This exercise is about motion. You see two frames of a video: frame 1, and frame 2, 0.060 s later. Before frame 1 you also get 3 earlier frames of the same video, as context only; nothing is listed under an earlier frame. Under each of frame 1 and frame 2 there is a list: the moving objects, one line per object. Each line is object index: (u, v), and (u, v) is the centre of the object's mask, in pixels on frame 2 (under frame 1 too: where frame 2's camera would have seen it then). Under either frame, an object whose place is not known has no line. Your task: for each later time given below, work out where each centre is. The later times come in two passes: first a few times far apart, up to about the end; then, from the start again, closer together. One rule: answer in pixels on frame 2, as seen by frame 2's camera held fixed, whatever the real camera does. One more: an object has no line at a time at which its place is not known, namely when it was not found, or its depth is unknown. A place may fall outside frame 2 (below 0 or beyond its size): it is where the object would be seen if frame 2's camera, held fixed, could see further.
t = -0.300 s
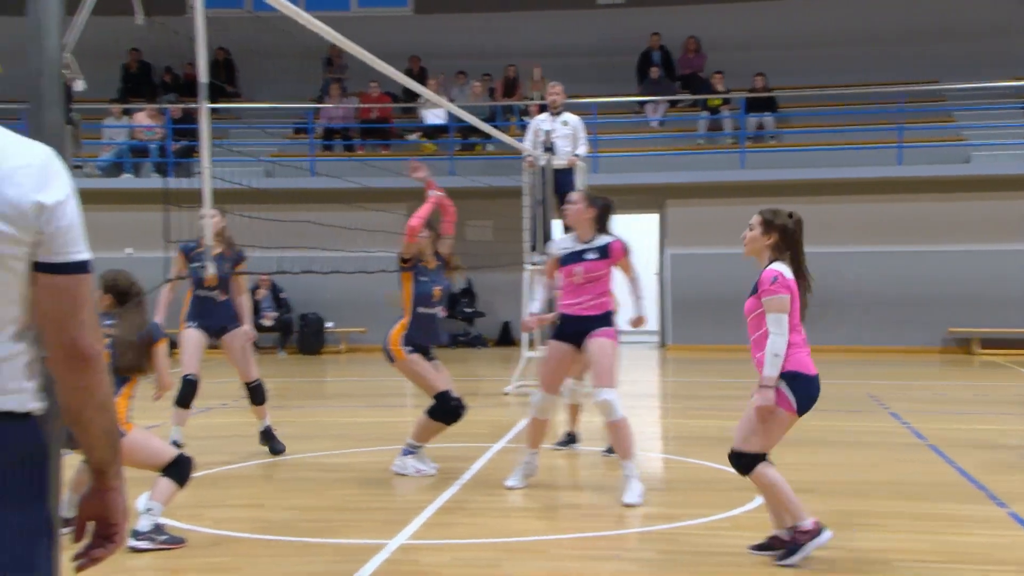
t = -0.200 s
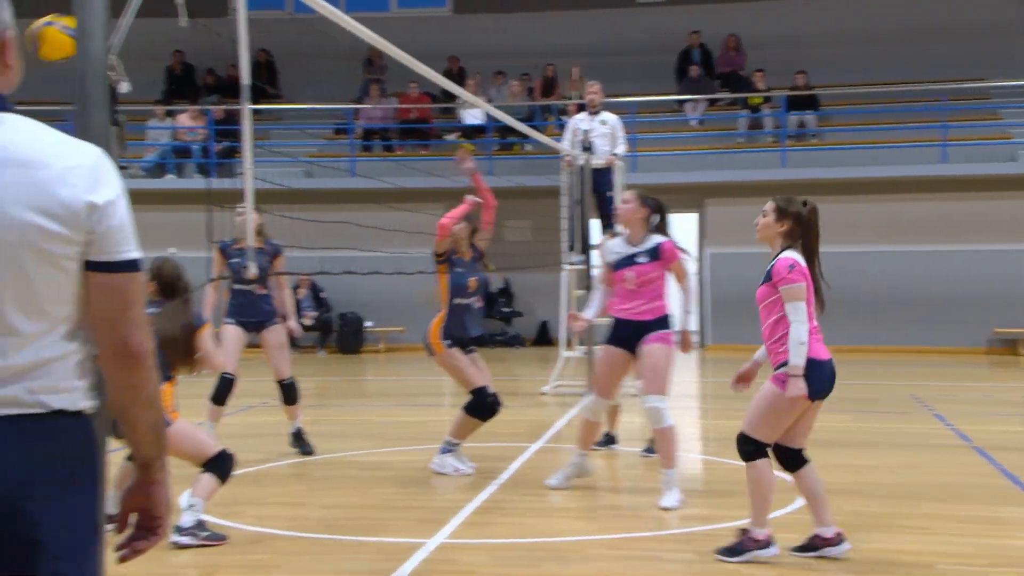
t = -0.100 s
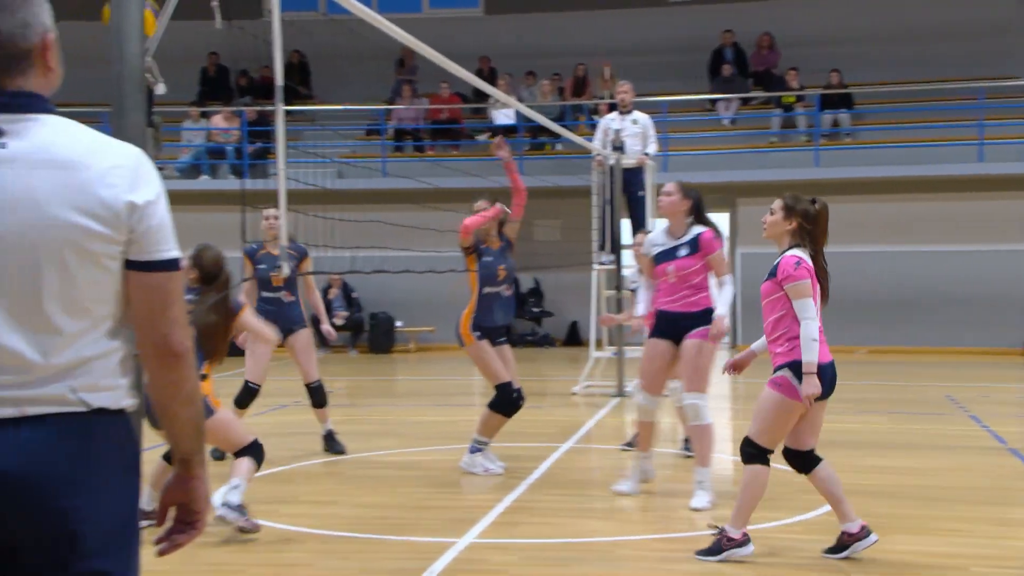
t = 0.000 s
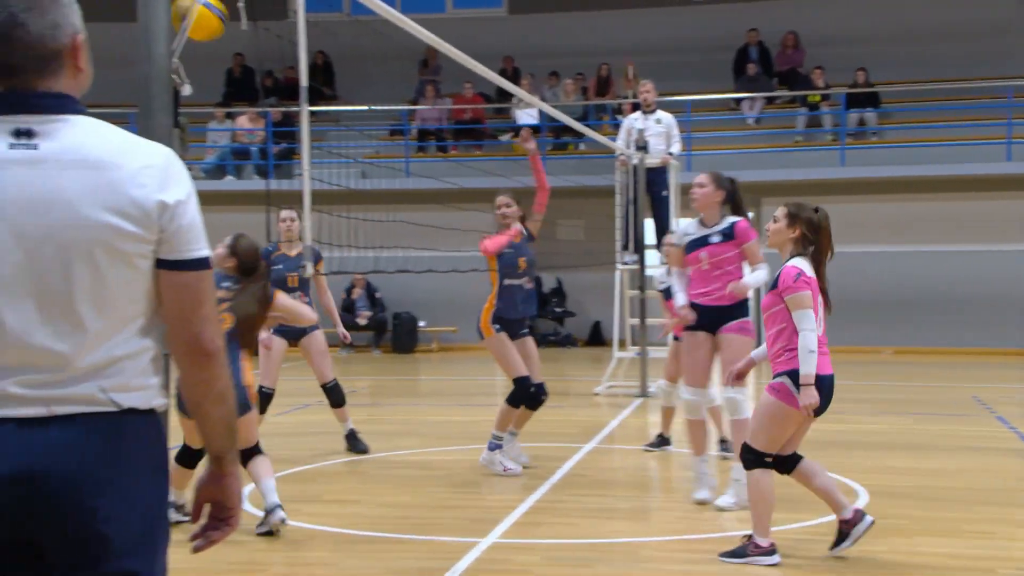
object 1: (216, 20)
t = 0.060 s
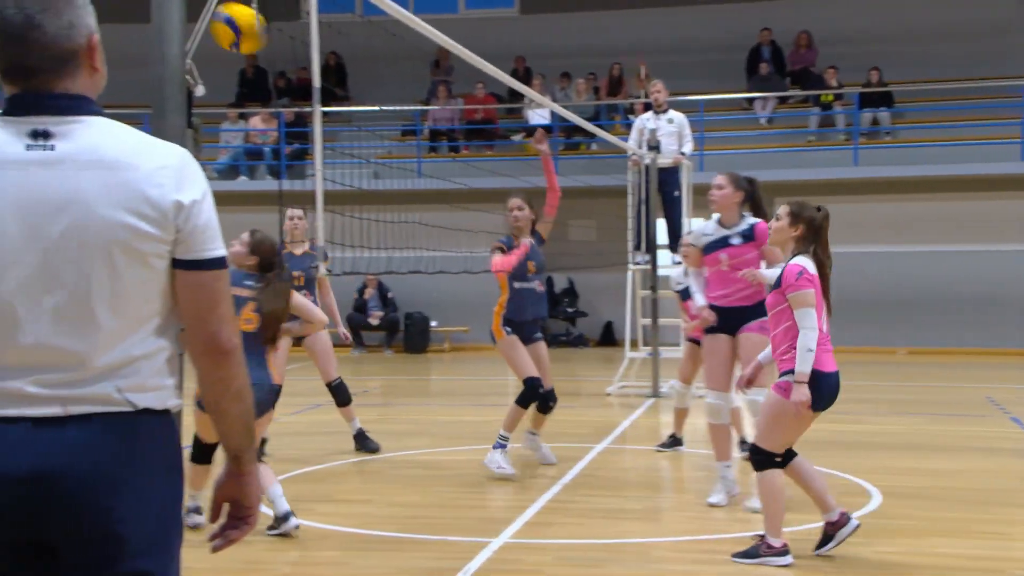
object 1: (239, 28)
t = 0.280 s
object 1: (342, 135)
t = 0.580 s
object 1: (486, 469)
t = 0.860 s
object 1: (650, 364)
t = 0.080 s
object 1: (246, 33)
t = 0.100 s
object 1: (255, 40)
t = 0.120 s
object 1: (264, 46)
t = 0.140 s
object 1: (273, 54)
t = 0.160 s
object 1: (282, 63)
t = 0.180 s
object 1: (289, 72)
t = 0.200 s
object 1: (299, 81)
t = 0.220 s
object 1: (307, 93)
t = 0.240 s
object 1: (317, 106)
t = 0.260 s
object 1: (329, 118)
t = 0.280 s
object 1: (342, 135)
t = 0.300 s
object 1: (346, 151)
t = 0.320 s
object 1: (355, 169)
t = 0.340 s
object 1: (364, 187)
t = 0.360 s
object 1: (373, 204)
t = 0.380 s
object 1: (383, 222)
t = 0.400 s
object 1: (392, 244)
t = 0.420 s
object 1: (403, 268)
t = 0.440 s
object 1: (413, 289)
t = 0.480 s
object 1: (430, 333)
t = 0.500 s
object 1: (439, 358)
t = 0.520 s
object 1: (450, 383)
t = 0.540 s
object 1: (463, 412)
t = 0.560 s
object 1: (474, 440)
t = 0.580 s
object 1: (486, 469)
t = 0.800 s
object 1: (611, 413)
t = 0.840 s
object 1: (634, 381)
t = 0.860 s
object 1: (650, 364)
